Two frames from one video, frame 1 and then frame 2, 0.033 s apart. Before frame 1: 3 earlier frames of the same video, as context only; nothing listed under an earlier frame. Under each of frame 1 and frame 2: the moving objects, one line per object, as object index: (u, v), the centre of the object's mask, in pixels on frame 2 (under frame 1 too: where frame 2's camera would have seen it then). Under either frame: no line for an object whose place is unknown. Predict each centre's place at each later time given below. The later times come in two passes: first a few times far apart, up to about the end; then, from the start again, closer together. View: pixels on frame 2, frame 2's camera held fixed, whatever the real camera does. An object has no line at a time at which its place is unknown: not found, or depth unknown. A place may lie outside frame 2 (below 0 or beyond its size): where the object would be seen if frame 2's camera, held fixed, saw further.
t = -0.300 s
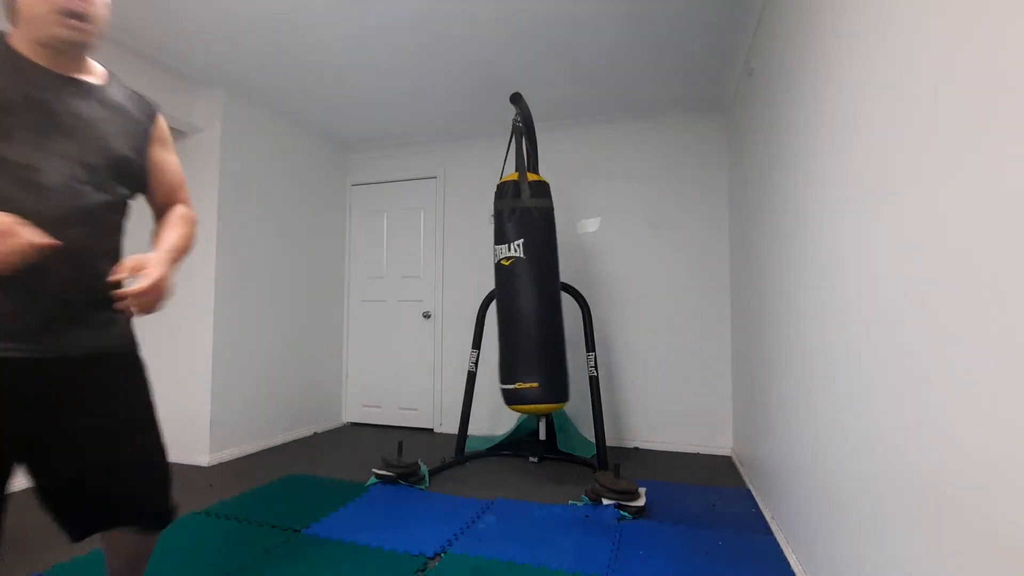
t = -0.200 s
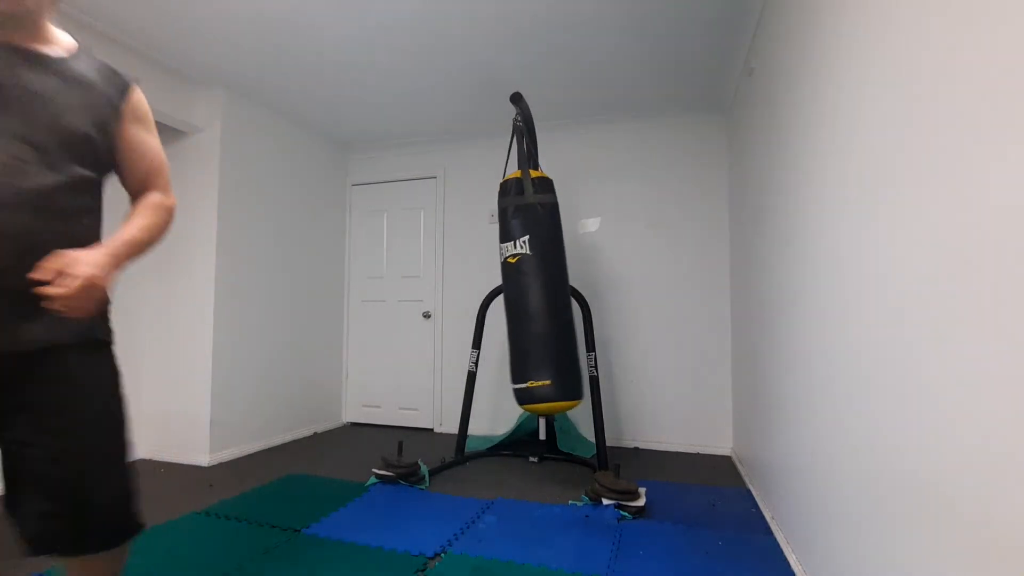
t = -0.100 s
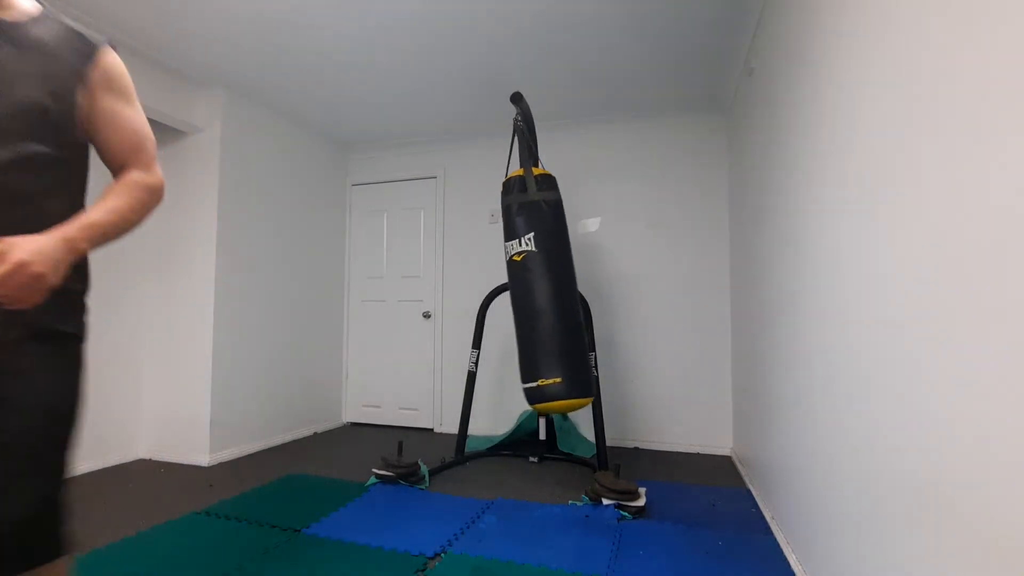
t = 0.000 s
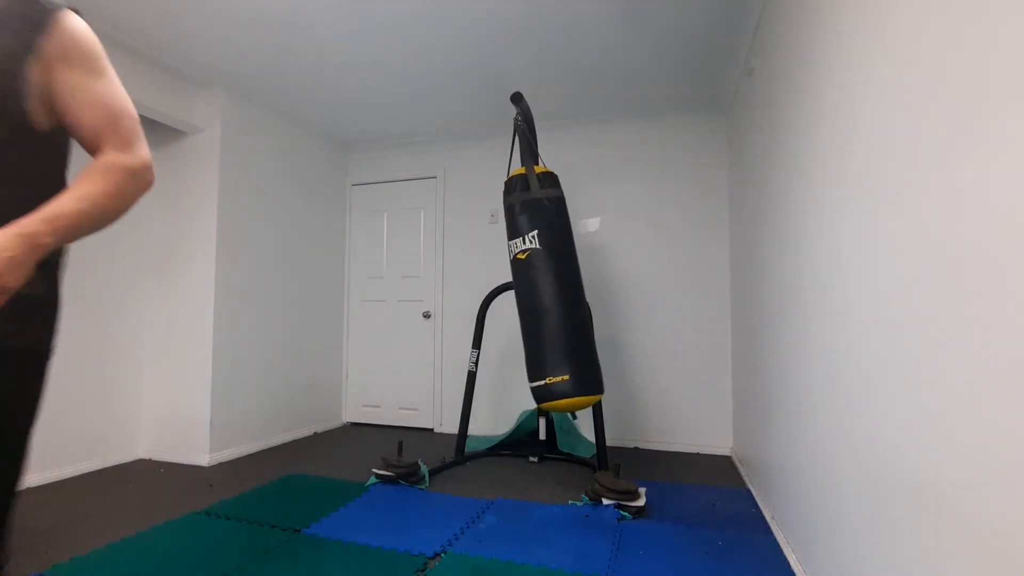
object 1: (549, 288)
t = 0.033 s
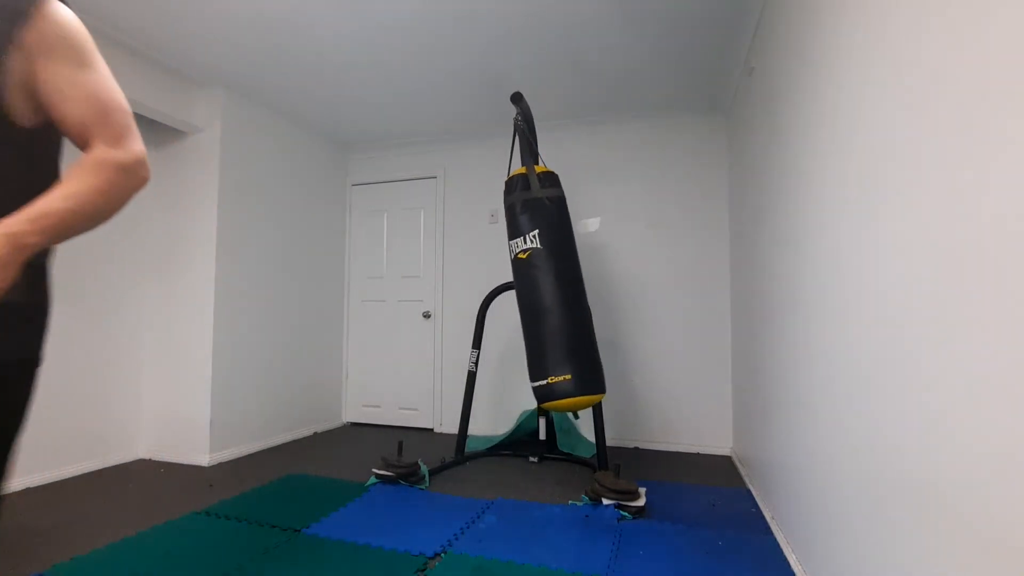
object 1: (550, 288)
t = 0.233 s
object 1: (550, 288)
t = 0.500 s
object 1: (535, 290)
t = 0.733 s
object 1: (516, 289)
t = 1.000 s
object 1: (497, 285)
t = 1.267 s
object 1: (492, 283)
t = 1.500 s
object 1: (499, 286)
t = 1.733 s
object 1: (515, 290)
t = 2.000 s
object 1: (537, 291)
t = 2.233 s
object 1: (550, 290)
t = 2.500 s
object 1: (547, 290)
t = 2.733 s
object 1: (531, 292)
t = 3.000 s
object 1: (510, 288)
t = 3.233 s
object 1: (496, 285)
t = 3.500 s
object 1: (492, 278)
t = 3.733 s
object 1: (499, 281)
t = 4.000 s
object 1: (517, 289)
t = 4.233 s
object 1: (536, 291)
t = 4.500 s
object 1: (549, 289)
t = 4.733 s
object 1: (547, 290)
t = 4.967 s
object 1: (532, 292)
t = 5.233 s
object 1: (510, 289)
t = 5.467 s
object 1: (497, 284)
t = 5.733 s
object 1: (492, 282)
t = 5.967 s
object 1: (498, 285)
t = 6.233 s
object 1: (516, 290)
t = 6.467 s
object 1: (535, 291)
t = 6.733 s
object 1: (549, 290)
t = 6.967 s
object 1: (547, 290)
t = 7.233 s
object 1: (530, 292)
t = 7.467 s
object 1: (512, 289)
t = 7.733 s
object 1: (496, 286)
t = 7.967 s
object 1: (493, 278)
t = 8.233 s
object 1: (500, 285)
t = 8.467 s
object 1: (515, 289)
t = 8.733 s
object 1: (536, 291)
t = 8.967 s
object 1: (548, 290)
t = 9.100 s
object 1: (549, 290)
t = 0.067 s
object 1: (551, 288)
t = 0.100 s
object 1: (552, 288)
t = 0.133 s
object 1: (552, 288)
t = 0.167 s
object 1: (552, 288)
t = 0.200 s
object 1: (551, 288)
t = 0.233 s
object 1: (550, 288)
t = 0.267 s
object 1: (549, 288)
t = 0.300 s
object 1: (548, 289)
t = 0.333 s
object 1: (546, 289)
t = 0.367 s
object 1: (544, 289)
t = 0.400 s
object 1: (542, 289)
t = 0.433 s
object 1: (541, 294)
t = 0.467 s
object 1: (538, 291)
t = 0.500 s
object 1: (535, 290)
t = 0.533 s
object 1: (533, 290)
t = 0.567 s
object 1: (530, 292)
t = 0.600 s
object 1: (527, 291)
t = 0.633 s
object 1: (524, 290)
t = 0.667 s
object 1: (521, 290)
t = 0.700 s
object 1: (519, 290)
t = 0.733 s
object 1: (516, 289)
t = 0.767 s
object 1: (513, 289)
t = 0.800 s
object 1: (511, 289)
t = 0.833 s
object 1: (508, 288)
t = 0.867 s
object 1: (506, 286)
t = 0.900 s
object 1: (504, 285)
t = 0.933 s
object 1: (502, 285)
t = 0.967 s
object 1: (500, 284)
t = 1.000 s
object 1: (497, 285)
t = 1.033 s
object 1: (496, 284)
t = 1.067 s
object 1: (495, 283)
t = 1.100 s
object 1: (494, 283)
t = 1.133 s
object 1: (492, 283)
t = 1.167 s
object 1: (492, 281)
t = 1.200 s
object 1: (491, 282)
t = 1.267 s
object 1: (492, 283)
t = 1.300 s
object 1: (492, 282)
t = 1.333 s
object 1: (493, 282)
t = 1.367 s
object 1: (494, 283)
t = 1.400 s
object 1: (495, 283)
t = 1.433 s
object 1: (496, 284)
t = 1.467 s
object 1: (497, 285)
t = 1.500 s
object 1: (499, 286)
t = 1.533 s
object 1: (501, 286)
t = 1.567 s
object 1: (503, 287)
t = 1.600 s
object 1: (505, 287)
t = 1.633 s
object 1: (508, 288)
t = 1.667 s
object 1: (510, 289)
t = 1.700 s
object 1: (512, 290)
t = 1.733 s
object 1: (515, 290)
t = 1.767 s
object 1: (518, 291)
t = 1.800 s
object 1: (521, 291)
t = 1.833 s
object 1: (524, 292)
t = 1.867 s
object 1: (526, 292)
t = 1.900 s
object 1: (529, 292)
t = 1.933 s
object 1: (532, 292)
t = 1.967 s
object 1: (535, 292)
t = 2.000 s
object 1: (537, 291)
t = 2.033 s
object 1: (540, 291)
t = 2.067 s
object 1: (542, 291)
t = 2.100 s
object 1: (544, 290)
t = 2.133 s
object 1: (545, 290)
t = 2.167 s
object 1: (547, 290)
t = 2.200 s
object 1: (549, 290)
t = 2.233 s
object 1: (550, 290)
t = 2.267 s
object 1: (550, 290)
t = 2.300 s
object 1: (551, 290)
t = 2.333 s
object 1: (551, 290)
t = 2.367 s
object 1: (551, 290)
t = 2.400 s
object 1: (550, 290)
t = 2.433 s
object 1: (550, 290)
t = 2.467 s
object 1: (549, 290)
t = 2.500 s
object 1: (547, 290)
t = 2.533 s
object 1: (545, 290)
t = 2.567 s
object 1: (543, 291)
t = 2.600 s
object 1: (541, 291)
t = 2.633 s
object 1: (539, 291)
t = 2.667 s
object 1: (537, 291)
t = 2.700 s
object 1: (534, 292)
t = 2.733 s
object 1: (531, 292)
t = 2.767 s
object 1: (529, 292)
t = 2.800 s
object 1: (526, 292)
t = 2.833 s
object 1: (523, 291)
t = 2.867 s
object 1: (520, 291)
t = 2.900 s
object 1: (518, 291)
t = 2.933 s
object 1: (515, 290)
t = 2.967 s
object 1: (512, 290)
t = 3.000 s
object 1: (510, 288)
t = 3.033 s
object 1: (508, 287)
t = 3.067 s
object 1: (506, 287)
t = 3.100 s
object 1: (503, 286)
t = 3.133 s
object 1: (501, 286)
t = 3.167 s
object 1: (499, 287)
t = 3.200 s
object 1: (497, 286)
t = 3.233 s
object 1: (496, 285)
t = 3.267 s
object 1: (494, 285)
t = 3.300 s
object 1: (494, 278)
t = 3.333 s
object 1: (493, 278)
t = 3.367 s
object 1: (493, 278)
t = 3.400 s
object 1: (492, 278)
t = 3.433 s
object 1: (492, 282)
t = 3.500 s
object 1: (492, 278)
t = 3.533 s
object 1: (493, 278)
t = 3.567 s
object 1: (493, 282)
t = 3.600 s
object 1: (494, 279)
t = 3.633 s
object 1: (495, 279)
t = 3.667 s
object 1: (496, 280)
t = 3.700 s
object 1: (497, 280)
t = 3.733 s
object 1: (499, 281)
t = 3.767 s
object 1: (500, 286)
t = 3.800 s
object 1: (502, 286)
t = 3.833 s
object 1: (505, 287)
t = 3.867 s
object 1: (507, 287)
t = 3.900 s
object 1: (509, 288)
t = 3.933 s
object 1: (512, 288)
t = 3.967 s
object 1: (514, 291)
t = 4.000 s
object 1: (517, 289)
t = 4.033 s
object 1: (520, 292)
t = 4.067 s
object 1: (522, 286)
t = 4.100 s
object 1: (525, 287)
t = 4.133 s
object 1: (528, 291)
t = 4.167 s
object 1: (531, 292)
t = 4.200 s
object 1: (533, 292)
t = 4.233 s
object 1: (536, 291)
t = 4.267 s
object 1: (538, 291)
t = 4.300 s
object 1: (541, 291)
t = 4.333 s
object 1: (543, 291)
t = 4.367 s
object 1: (544, 290)
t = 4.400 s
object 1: (546, 290)
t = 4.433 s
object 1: (548, 290)
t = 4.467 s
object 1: (549, 290)
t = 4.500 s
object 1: (549, 289)
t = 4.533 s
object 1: (550, 289)
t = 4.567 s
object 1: (550, 289)
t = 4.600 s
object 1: (550, 289)
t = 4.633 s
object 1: (550, 289)
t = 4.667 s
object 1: (549, 289)
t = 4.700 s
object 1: (548, 290)
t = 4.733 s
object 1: (547, 290)
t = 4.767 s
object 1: (545, 289)
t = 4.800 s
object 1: (543, 290)
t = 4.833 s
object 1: (541, 290)
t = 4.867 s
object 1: (539, 291)
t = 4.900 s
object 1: (537, 291)
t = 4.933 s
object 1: (535, 291)
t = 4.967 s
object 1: (532, 292)
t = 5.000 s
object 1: (529, 292)
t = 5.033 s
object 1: (527, 292)
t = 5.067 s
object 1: (524, 292)
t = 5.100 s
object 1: (521, 291)
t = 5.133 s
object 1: (518, 291)
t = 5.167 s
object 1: (516, 291)
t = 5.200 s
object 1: (513, 290)
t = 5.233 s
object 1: (510, 289)
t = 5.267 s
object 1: (508, 288)
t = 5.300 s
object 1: (506, 287)
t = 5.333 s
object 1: (504, 286)
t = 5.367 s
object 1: (502, 286)
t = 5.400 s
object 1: (500, 286)
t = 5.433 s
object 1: (498, 285)
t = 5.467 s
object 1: (497, 284)
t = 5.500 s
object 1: (496, 279)
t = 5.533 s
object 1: (495, 279)
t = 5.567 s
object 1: (493, 283)
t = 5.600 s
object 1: (493, 283)
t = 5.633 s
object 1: (492, 282)
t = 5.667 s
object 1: (492, 282)
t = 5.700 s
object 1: (492, 282)
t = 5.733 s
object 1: (492, 282)
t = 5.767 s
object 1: (492, 282)
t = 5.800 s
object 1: (493, 282)
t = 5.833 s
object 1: (493, 283)
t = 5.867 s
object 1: (494, 283)
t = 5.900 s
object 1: (495, 284)
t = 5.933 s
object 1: (497, 285)
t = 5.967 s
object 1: (498, 285)
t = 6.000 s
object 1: (500, 286)
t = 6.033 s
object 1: (502, 286)
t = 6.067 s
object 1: (504, 286)
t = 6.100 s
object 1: (506, 287)
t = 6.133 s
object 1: (508, 288)
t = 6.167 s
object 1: (511, 288)
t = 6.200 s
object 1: (513, 289)
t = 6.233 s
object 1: (516, 290)
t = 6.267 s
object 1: (519, 290)
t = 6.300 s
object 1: (521, 291)
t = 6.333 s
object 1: (524, 291)
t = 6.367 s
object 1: (527, 291)
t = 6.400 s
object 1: (530, 292)
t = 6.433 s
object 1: (532, 292)
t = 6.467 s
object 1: (535, 291)
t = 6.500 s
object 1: (537, 291)
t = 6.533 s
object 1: (539, 291)
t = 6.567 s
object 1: (541, 290)
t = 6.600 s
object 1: (543, 290)
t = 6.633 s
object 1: (545, 290)
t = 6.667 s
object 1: (546, 290)
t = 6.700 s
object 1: (548, 290)
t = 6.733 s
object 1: (549, 290)
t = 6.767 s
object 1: (549, 290)
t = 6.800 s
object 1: (550, 290)
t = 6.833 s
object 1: (550, 289)
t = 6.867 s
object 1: (549, 290)
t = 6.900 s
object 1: (549, 290)
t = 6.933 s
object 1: (548, 290)
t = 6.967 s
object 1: (547, 290)
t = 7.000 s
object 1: (545, 290)
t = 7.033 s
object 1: (544, 290)
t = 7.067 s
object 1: (542, 290)
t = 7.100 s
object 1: (540, 291)
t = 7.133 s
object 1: (538, 291)
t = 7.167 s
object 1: (535, 291)
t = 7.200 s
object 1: (533, 291)
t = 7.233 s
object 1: (530, 292)
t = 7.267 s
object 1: (527, 292)
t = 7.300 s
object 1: (525, 292)
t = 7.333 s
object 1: (522, 291)
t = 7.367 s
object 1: (519, 291)
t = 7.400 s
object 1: (517, 290)
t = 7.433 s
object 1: (514, 290)
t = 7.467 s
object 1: (512, 289)
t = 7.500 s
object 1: (509, 289)
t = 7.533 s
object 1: (507, 287)
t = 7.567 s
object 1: (505, 286)
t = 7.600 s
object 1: (503, 286)
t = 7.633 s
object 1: (500, 287)
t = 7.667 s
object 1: (499, 285)
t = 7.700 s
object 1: (497, 286)
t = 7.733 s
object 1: (496, 286)
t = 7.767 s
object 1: (495, 285)
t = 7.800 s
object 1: (494, 284)
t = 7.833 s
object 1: (493, 284)
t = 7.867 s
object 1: (493, 284)
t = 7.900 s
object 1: (493, 278)
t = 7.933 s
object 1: (493, 278)
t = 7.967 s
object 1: (493, 278)
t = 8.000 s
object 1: (492, 282)
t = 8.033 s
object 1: (493, 283)
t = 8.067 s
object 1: (493, 283)
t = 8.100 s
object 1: (494, 283)
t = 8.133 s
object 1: (495, 284)
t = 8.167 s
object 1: (496, 284)
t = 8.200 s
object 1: (498, 285)
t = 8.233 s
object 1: (500, 285)
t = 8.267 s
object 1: (501, 286)
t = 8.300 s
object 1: (503, 287)
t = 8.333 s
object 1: (506, 287)
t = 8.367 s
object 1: (508, 287)
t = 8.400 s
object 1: (510, 288)
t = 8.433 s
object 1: (513, 289)
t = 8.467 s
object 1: (515, 289)
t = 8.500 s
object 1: (518, 290)
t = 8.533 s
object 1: (520, 290)
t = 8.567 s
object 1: (523, 291)
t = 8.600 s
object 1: (526, 291)
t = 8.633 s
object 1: (528, 291)
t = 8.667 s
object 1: (531, 292)
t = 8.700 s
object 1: (533, 291)
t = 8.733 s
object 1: (536, 291)
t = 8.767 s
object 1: (538, 291)
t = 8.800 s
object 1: (540, 291)
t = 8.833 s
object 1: (542, 291)
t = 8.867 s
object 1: (544, 290)
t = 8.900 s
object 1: (545, 290)
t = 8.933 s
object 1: (547, 290)
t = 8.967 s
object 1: (548, 290)
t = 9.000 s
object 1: (548, 290)
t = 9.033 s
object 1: (549, 290)
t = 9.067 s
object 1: (549, 290)
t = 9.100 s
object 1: (549, 290)
